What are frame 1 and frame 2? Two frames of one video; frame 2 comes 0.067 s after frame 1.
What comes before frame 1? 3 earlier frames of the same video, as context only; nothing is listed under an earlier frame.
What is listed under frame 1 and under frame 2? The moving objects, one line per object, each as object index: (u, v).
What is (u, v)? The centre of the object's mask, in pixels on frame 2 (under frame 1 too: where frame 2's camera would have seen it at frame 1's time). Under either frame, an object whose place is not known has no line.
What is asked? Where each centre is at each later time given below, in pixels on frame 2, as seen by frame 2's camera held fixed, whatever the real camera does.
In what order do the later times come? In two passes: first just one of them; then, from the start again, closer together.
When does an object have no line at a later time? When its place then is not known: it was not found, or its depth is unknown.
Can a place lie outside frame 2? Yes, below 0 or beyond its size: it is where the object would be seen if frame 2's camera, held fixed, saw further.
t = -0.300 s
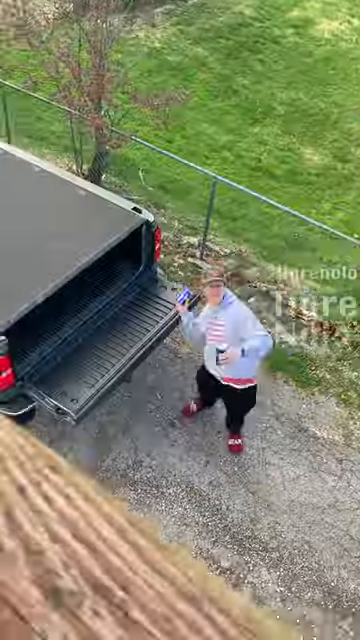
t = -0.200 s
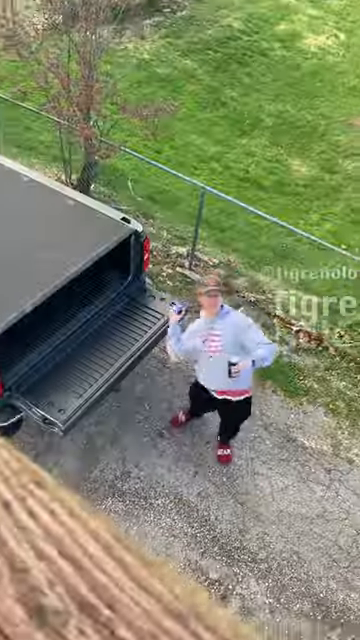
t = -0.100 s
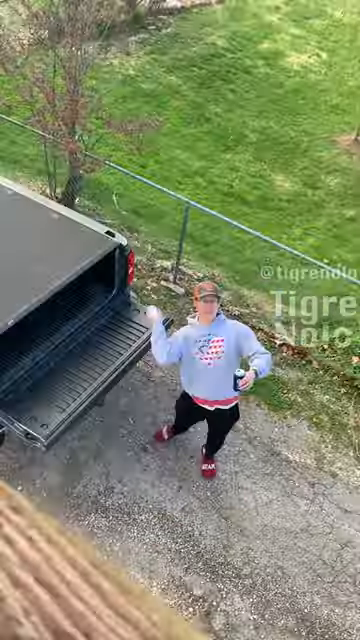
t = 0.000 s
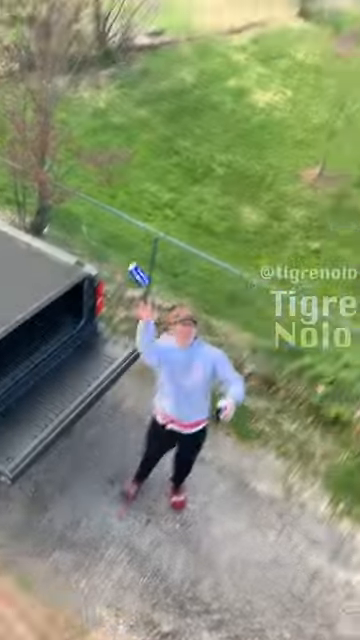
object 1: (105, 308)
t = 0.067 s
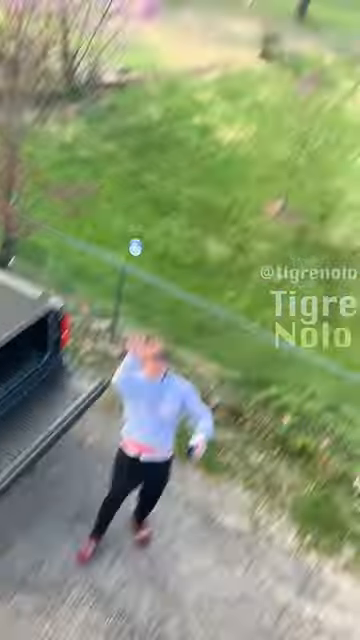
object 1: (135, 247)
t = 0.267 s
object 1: (311, -25)
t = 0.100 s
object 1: (155, 213)
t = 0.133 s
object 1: (176, 175)
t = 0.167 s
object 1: (202, 133)
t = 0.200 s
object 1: (232, 86)
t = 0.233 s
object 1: (269, 35)
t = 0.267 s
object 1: (311, -25)
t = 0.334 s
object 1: (418, -166)
